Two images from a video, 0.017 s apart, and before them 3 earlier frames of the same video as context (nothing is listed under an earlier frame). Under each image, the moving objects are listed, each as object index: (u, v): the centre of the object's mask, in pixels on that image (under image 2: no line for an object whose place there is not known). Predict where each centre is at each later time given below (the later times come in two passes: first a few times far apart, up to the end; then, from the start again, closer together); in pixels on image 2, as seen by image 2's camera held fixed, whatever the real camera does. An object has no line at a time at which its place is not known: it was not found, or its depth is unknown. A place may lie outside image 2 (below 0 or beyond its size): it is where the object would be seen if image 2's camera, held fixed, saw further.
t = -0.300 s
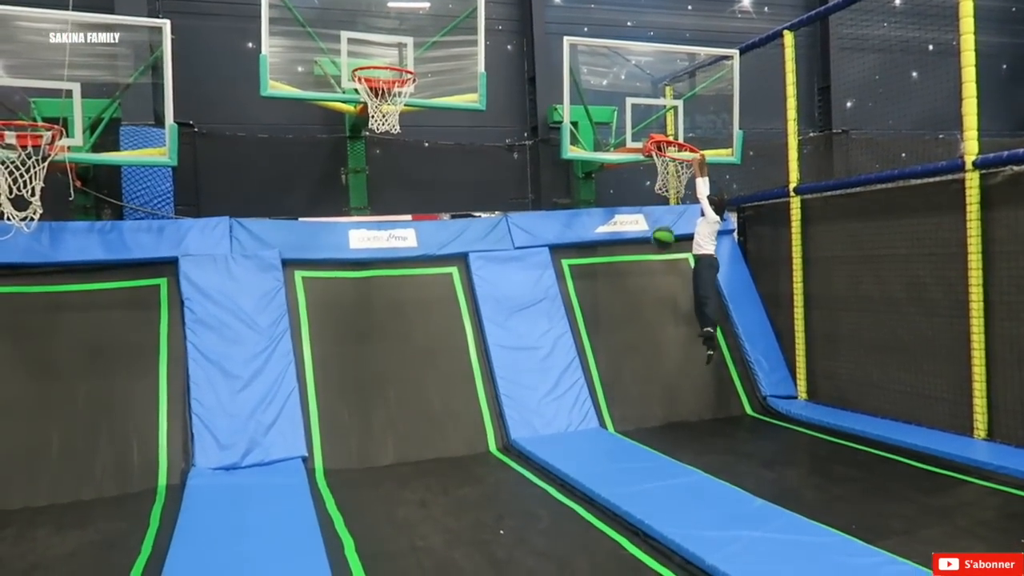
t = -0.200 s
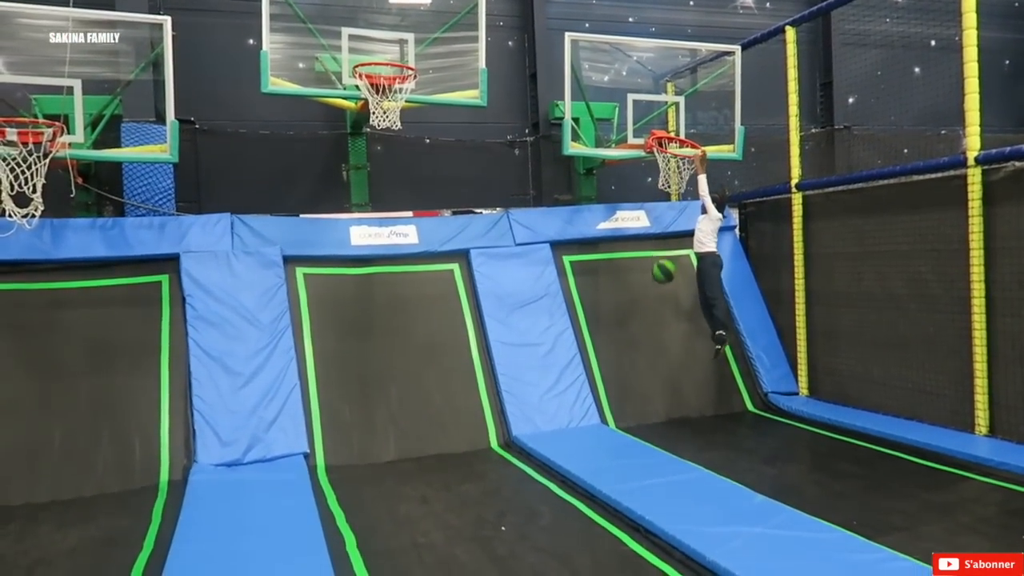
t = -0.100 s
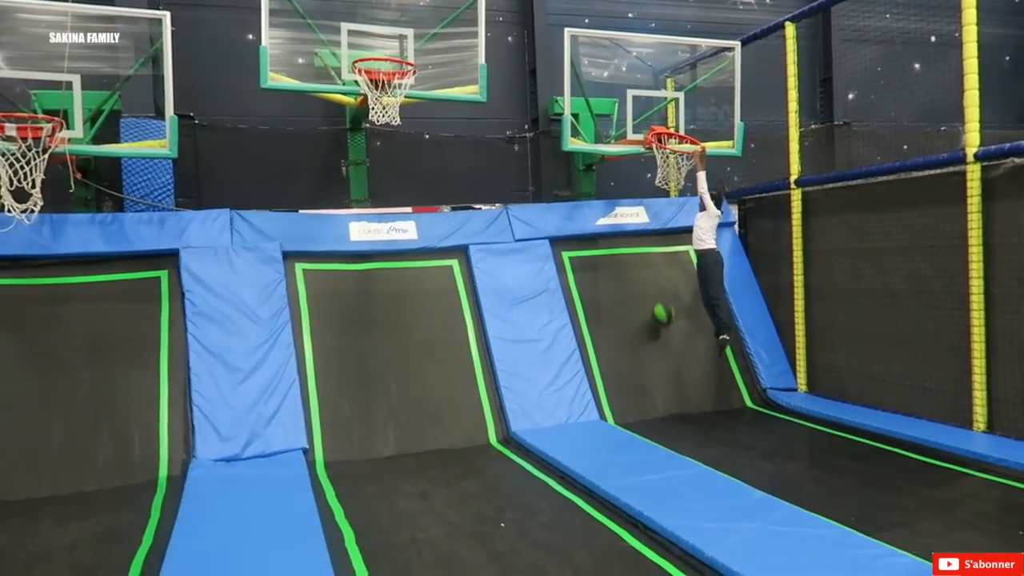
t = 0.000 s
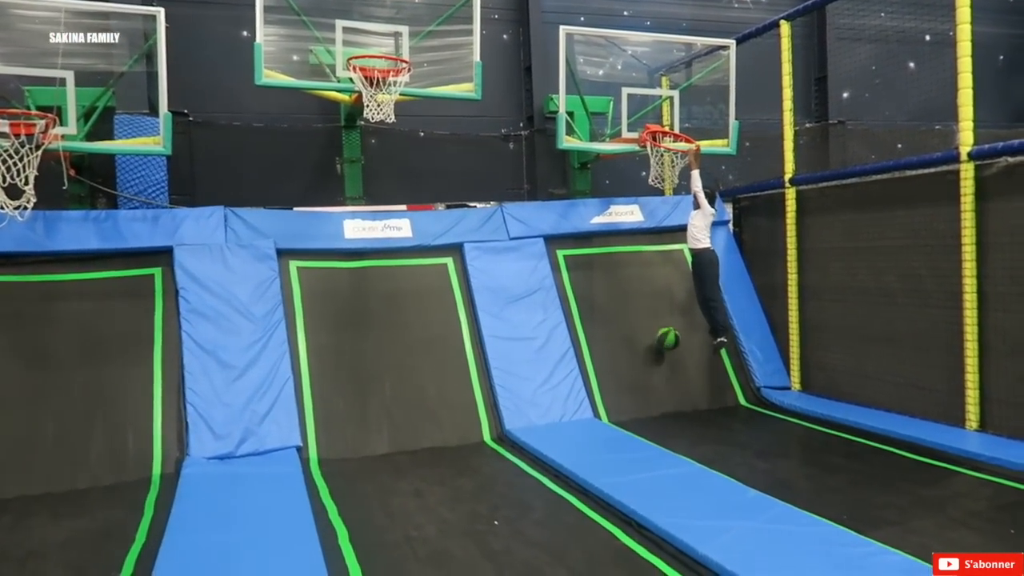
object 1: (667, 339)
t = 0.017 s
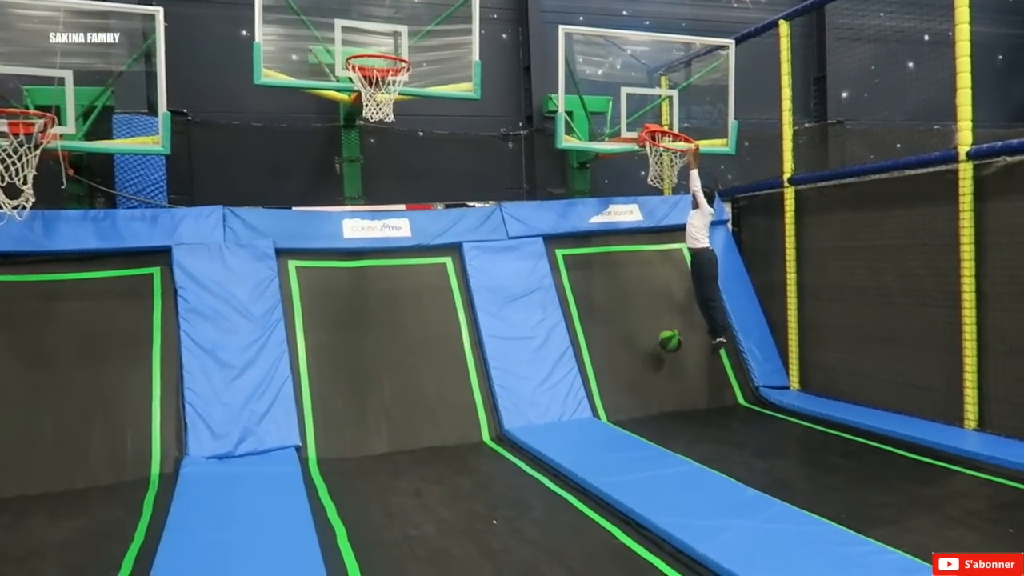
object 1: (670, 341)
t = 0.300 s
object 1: (729, 414)
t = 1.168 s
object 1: (985, 483)
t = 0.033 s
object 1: (673, 343)
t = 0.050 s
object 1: (676, 346)
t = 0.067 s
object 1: (680, 350)
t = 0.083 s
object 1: (683, 353)
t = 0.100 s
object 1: (686, 357)
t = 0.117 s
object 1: (690, 362)
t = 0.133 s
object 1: (694, 367)
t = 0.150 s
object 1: (697, 372)
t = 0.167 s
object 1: (700, 377)
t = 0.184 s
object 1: (704, 383)
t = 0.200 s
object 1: (708, 388)
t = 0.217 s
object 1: (713, 395)
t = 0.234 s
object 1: (717, 403)
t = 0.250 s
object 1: (720, 412)
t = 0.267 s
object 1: (722, 416)
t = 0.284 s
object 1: (725, 416)
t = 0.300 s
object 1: (729, 414)
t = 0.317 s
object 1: (732, 412)
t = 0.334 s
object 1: (735, 406)
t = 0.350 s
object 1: (739, 403)
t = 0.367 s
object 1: (743, 402)
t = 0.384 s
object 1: (747, 401)
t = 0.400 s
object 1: (750, 400)
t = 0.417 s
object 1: (754, 399)
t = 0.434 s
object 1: (757, 399)
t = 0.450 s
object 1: (760, 399)
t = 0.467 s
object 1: (763, 398)
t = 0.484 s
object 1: (767, 399)
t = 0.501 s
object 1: (771, 400)
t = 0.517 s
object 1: (775, 401)
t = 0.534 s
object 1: (780, 402)
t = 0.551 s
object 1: (784, 404)
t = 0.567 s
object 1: (789, 406)
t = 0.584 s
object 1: (792, 408)
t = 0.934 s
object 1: (898, 453)
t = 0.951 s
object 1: (902, 459)
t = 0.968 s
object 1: (908, 461)
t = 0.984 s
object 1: (914, 465)
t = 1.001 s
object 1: (920, 470)
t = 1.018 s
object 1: (927, 473)
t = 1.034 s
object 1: (932, 475)
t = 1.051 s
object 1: (938, 475)
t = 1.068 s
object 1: (945, 475)
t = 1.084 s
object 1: (951, 477)
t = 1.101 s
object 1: (958, 477)
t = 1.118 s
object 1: (964, 478)
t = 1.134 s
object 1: (971, 478)
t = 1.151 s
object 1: (978, 482)
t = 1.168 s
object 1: (985, 483)
